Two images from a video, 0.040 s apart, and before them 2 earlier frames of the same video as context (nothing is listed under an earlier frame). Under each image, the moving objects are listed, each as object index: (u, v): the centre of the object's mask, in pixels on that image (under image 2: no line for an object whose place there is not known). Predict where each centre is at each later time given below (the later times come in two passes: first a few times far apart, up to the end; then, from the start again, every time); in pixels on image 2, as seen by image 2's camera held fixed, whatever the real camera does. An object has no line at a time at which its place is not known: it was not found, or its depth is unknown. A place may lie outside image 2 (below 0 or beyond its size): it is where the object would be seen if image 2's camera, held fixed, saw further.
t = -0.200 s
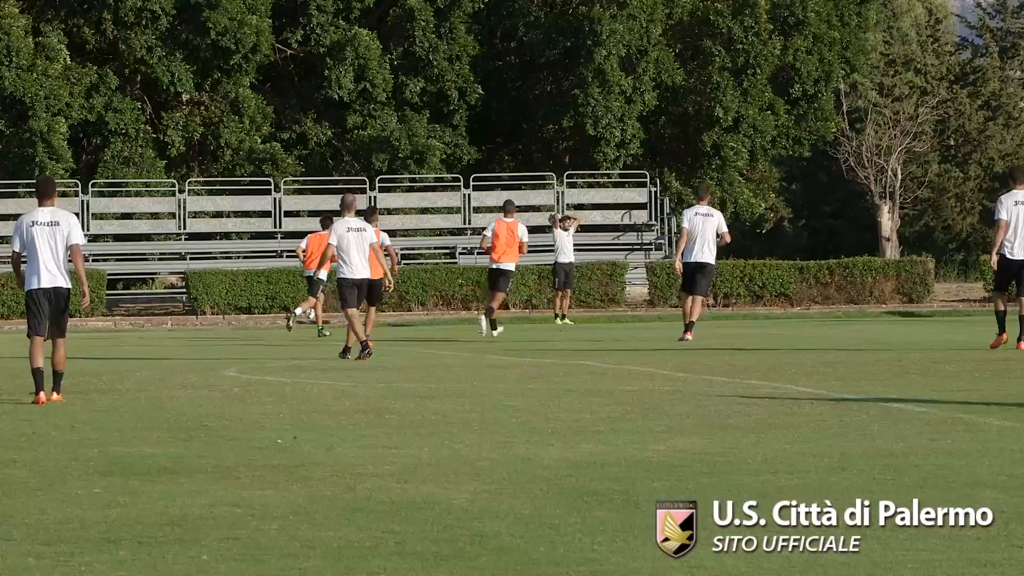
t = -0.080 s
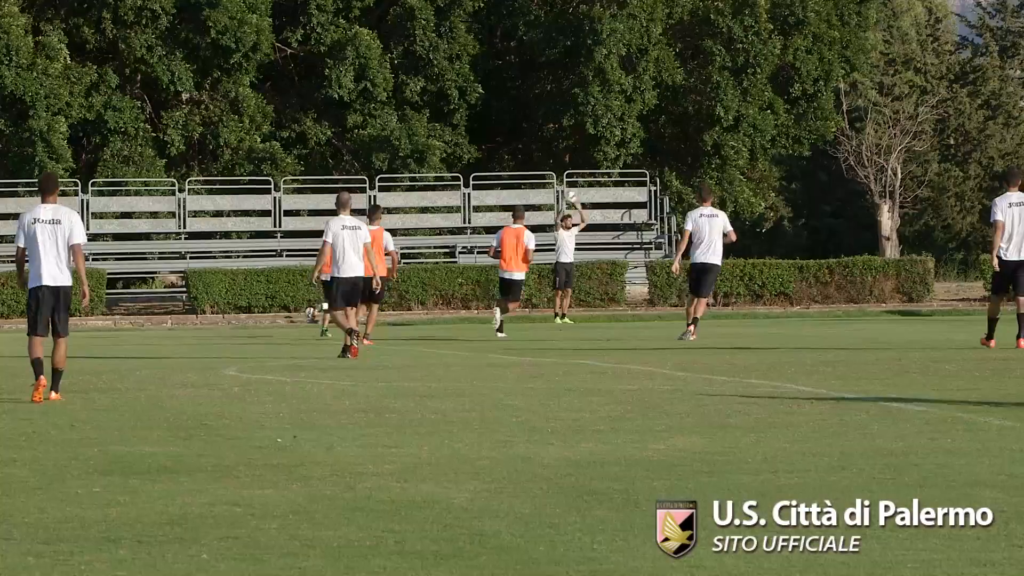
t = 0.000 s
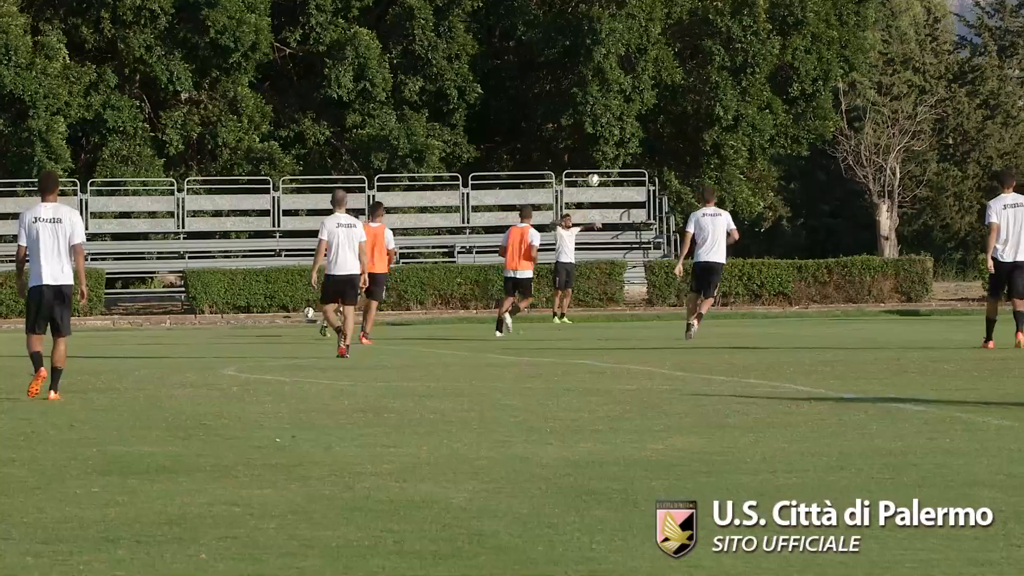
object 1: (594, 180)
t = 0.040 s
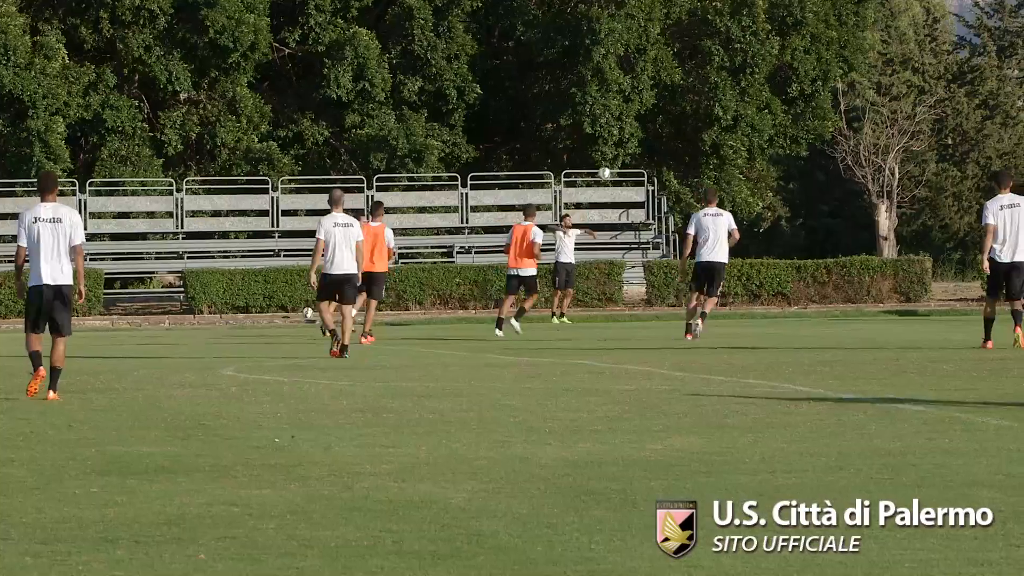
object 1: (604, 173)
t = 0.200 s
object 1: (654, 156)
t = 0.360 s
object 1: (706, 153)
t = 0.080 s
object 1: (617, 168)
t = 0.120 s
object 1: (629, 163)
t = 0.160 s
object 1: (641, 159)
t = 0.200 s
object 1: (654, 156)
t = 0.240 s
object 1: (667, 154)
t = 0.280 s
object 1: (680, 153)
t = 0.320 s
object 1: (693, 153)
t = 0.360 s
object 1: (706, 153)
